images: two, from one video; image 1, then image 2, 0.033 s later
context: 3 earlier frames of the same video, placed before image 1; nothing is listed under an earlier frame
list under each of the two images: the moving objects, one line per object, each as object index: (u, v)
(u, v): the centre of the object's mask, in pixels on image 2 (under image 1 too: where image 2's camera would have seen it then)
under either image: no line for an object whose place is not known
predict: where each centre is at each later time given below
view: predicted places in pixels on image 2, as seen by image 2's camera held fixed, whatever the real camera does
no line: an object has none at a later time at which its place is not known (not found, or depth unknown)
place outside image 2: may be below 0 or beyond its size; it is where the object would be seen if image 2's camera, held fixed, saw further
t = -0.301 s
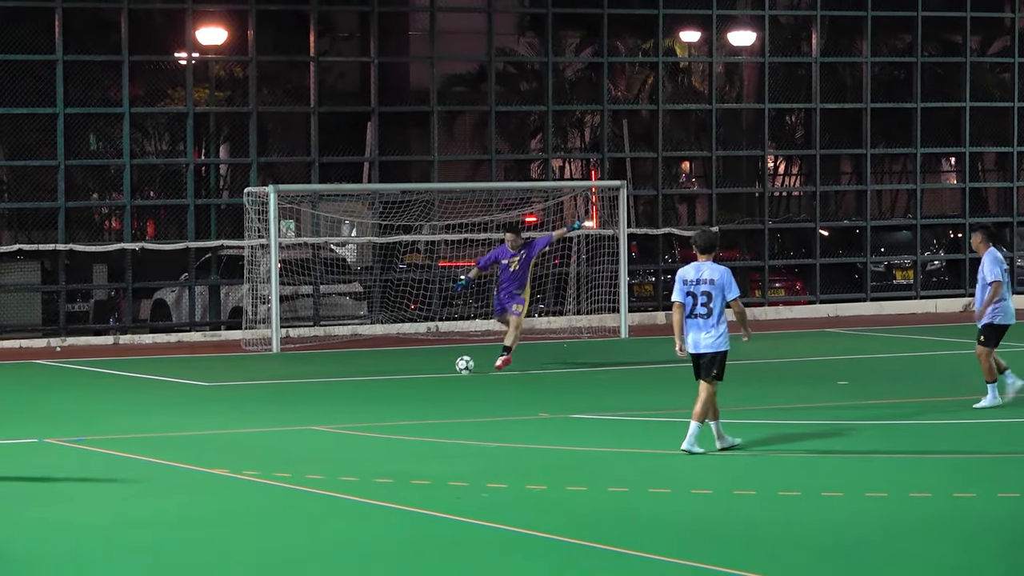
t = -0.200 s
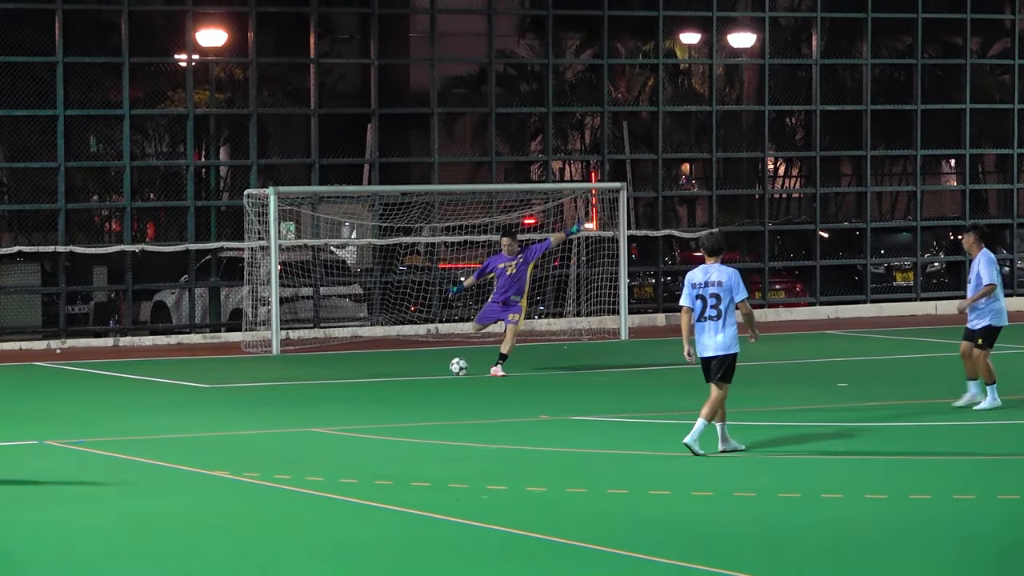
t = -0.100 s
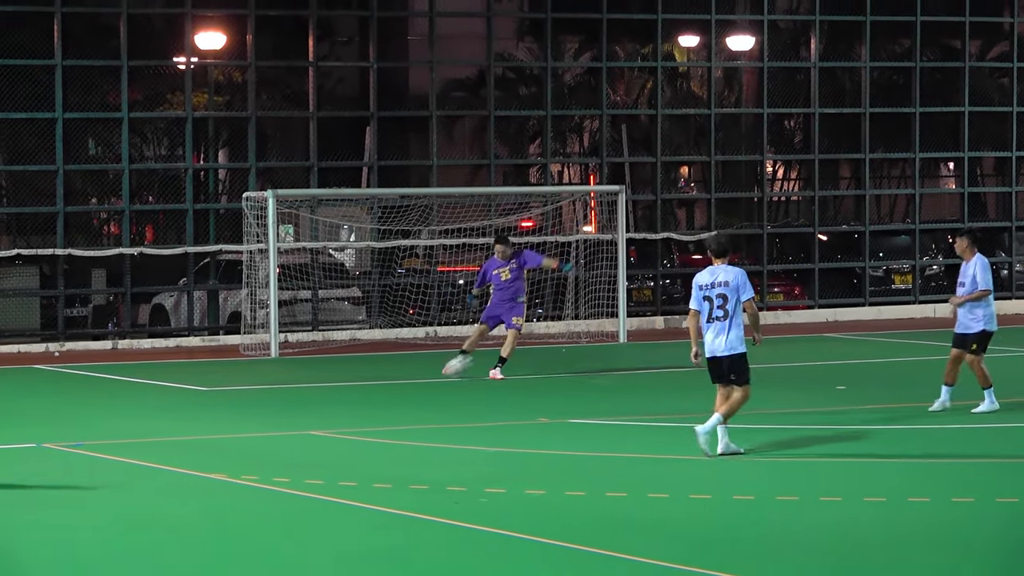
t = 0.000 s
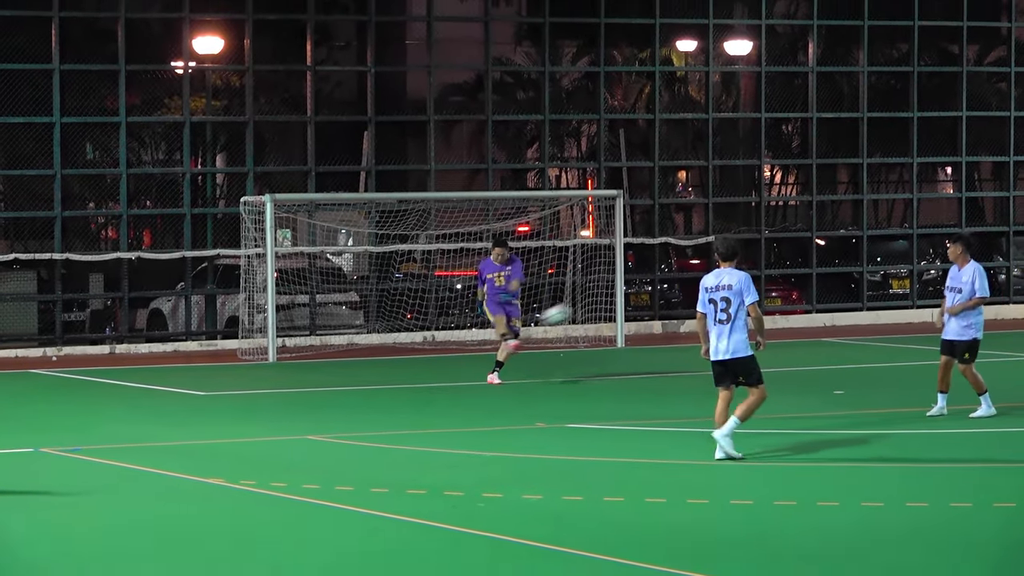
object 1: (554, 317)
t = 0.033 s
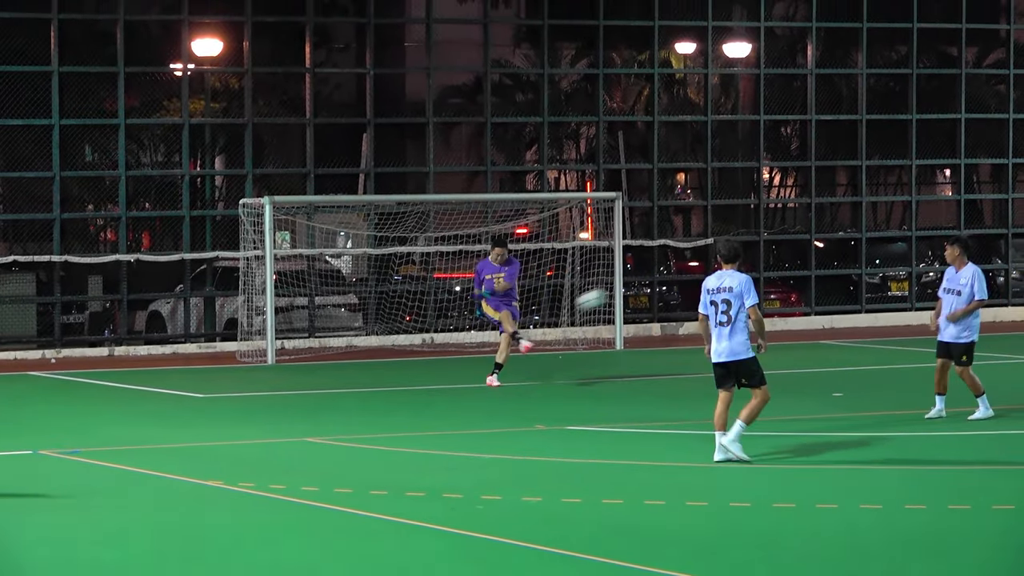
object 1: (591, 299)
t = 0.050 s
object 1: (607, 292)
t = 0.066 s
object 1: (631, 281)
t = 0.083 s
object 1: (651, 274)
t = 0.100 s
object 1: (670, 266)
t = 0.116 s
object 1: (691, 258)
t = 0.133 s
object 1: (712, 249)
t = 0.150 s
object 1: (733, 240)
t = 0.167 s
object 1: (759, 232)
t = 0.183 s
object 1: (782, 226)
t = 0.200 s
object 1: (805, 218)
